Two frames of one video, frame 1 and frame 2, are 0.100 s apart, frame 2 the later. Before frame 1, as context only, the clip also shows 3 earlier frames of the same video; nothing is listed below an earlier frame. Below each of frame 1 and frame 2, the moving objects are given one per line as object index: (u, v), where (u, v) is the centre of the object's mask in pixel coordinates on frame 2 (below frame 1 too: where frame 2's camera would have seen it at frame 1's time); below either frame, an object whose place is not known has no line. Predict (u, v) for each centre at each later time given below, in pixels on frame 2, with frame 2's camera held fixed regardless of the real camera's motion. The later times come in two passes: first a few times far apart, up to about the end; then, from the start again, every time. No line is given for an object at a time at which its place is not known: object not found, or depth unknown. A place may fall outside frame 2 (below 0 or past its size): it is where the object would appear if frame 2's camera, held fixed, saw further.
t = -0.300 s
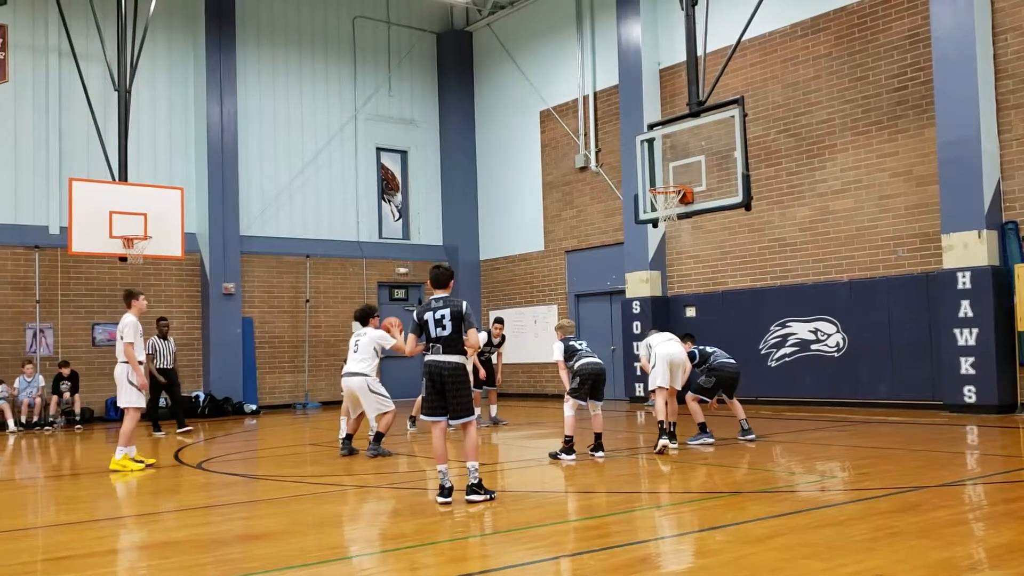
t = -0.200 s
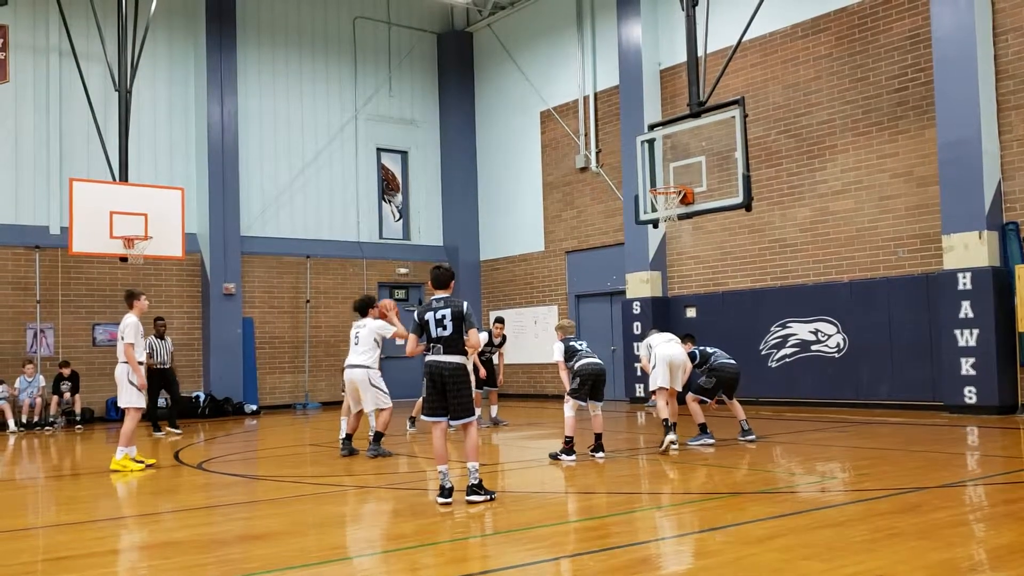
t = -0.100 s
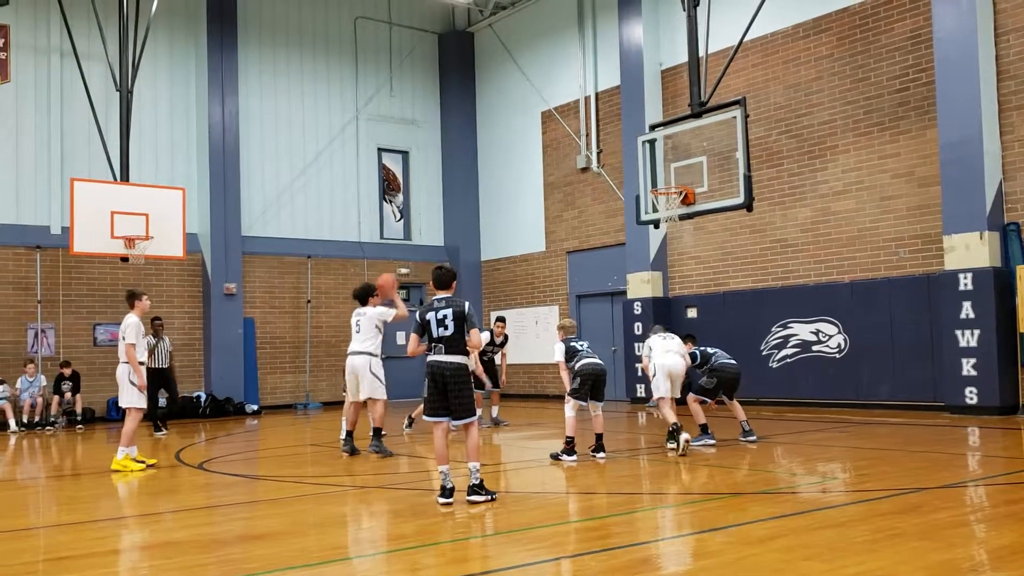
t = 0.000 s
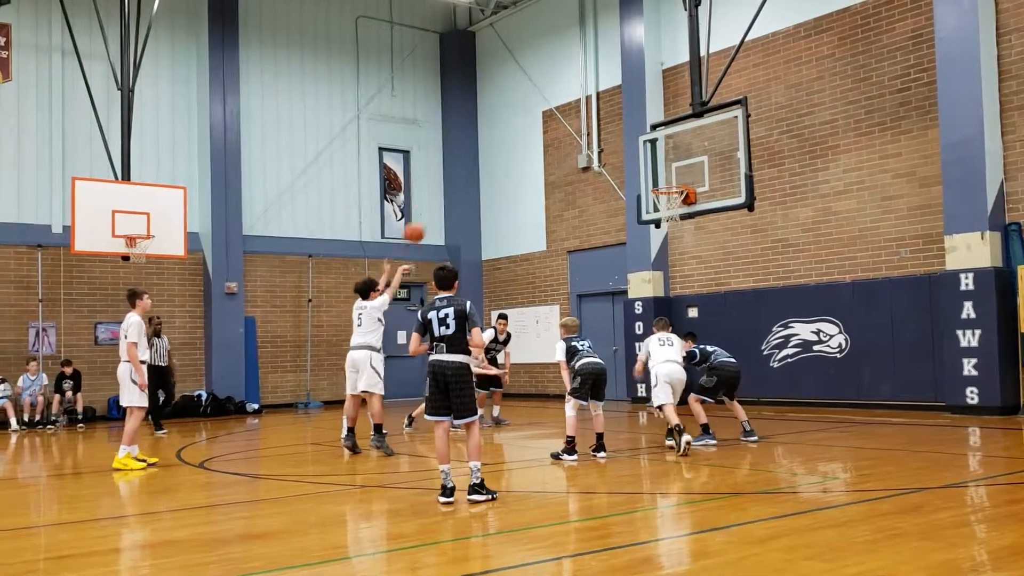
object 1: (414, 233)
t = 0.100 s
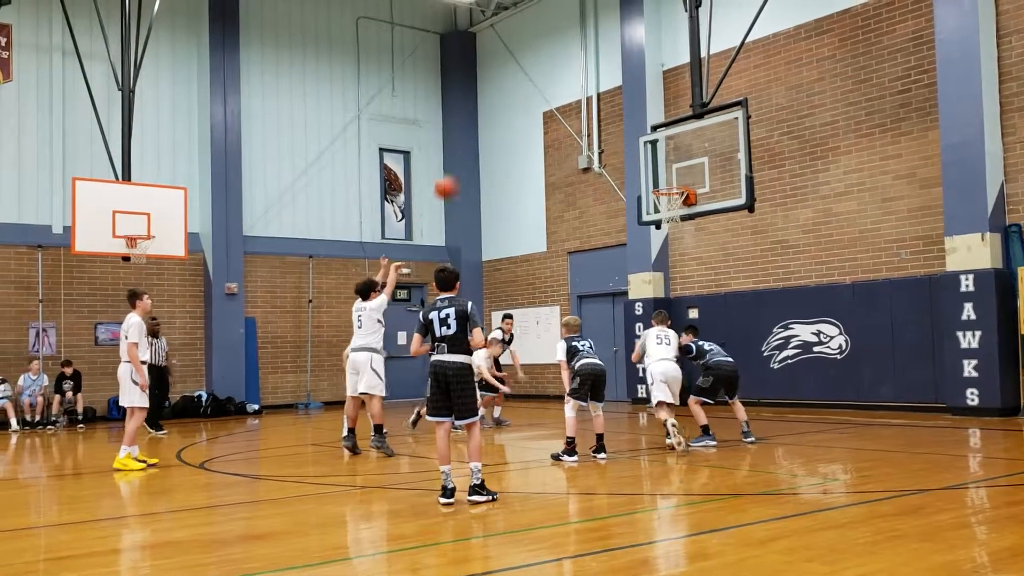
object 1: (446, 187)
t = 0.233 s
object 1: (482, 144)
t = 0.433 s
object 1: (536, 111)
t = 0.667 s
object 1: (595, 114)
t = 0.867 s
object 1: (639, 147)
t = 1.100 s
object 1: (679, 212)
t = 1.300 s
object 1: (685, 263)
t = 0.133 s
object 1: (455, 175)
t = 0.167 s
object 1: (464, 163)
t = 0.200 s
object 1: (473, 153)
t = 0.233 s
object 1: (482, 144)
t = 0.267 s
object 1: (492, 137)
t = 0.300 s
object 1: (502, 130)
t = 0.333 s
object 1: (511, 125)
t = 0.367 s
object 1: (519, 118)
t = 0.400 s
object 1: (528, 114)
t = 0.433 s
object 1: (536, 111)
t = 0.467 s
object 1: (545, 109)
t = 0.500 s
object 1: (553, 108)
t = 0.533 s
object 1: (561, 107)
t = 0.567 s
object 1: (570, 108)
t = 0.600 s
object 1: (578, 109)
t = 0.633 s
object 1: (586, 110)
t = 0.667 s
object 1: (595, 114)
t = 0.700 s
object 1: (603, 117)
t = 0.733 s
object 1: (609, 121)
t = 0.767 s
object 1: (617, 127)
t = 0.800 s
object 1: (625, 133)
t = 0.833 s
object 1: (631, 139)
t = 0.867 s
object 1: (639, 147)
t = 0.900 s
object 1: (647, 156)
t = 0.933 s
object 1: (655, 164)
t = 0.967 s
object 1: (662, 173)
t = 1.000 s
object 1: (670, 183)
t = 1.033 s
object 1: (677, 196)
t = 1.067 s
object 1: (680, 205)
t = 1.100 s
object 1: (679, 212)
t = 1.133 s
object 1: (681, 218)
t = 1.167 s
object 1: (682, 225)
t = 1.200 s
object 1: (683, 235)
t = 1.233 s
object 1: (683, 242)
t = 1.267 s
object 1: (684, 253)
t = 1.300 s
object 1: (685, 263)
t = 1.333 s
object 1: (685, 275)
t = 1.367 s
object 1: (687, 287)
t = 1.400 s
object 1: (688, 301)
